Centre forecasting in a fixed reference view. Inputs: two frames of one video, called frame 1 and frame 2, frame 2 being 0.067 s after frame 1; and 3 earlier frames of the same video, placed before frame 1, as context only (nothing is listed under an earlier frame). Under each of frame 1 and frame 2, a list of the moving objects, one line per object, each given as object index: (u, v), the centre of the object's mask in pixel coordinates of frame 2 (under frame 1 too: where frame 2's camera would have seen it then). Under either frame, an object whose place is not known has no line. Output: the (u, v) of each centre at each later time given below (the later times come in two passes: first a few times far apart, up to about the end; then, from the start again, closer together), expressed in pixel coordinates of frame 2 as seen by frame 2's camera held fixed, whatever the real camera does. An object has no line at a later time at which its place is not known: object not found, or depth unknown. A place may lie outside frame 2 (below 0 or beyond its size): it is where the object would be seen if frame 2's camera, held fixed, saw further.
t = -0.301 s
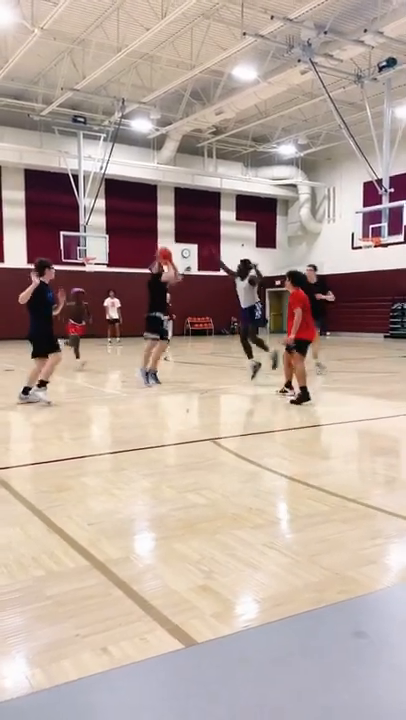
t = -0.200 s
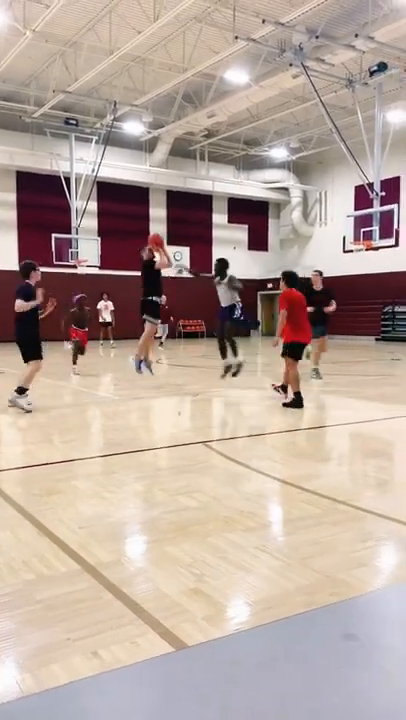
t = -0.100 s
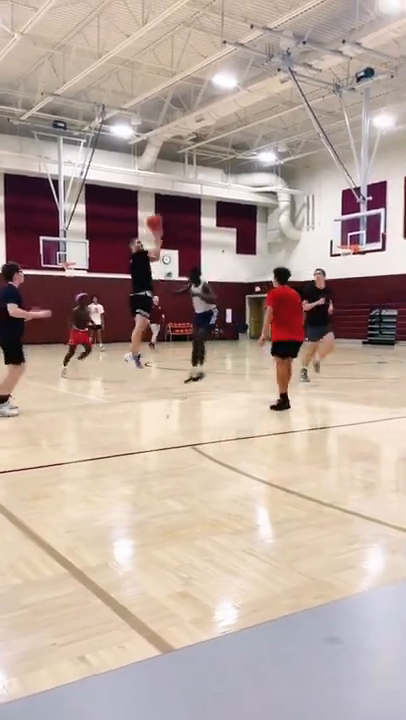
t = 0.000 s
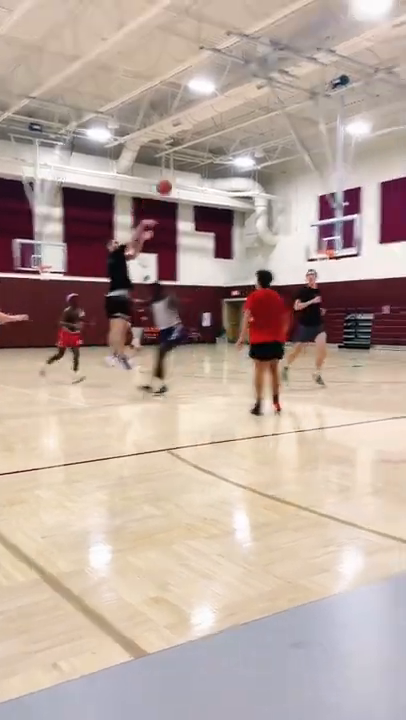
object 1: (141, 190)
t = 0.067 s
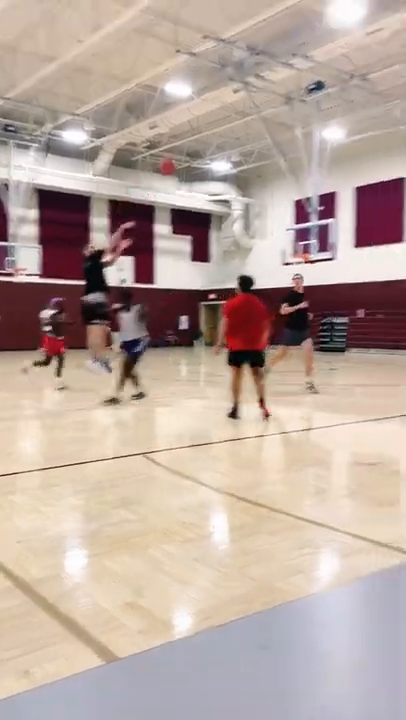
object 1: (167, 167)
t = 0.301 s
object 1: (261, 103)
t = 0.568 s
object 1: (376, 75)
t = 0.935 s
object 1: (544, 123)
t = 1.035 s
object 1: (591, 155)
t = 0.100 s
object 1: (180, 156)
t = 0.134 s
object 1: (193, 146)
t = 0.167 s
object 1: (207, 134)
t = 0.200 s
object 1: (221, 126)
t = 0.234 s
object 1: (234, 118)
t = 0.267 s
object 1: (248, 110)
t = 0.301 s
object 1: (261, 103)
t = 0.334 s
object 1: (275, 96)
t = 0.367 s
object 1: (289, 91)
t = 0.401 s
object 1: (304, 86)
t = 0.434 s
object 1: (317, 82)
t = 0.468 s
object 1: (332, 79)
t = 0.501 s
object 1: (346, 77)
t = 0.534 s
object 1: (361, 75)
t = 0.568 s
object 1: (376, 75)
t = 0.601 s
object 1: (390, 75)
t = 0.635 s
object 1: (405, 76)
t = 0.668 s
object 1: (420, 78)
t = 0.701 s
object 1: (435, 81)
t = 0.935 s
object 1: (544, 123)
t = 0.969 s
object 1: (559, 134)
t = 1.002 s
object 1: (576, 146)
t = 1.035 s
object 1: (591, 155)
